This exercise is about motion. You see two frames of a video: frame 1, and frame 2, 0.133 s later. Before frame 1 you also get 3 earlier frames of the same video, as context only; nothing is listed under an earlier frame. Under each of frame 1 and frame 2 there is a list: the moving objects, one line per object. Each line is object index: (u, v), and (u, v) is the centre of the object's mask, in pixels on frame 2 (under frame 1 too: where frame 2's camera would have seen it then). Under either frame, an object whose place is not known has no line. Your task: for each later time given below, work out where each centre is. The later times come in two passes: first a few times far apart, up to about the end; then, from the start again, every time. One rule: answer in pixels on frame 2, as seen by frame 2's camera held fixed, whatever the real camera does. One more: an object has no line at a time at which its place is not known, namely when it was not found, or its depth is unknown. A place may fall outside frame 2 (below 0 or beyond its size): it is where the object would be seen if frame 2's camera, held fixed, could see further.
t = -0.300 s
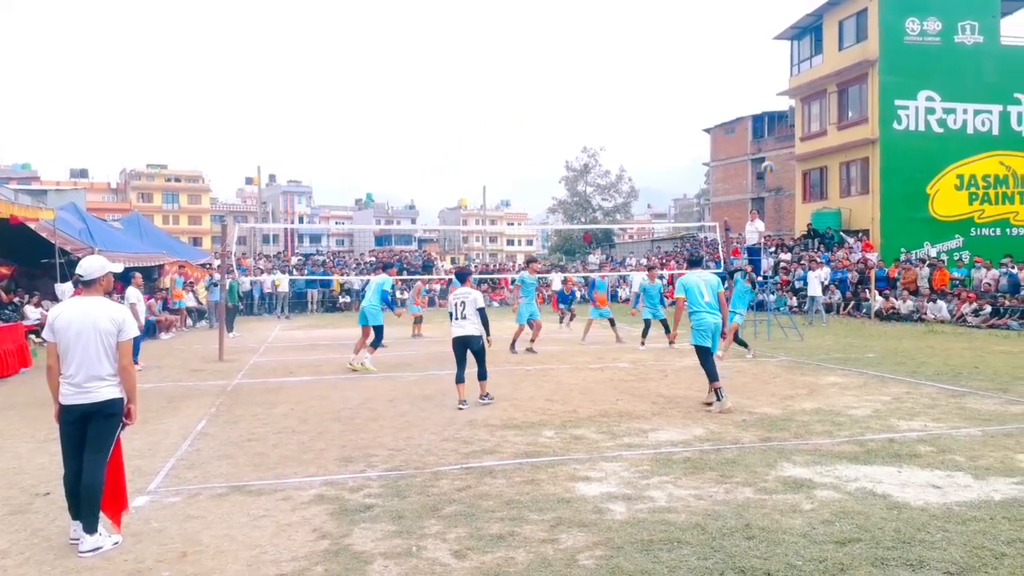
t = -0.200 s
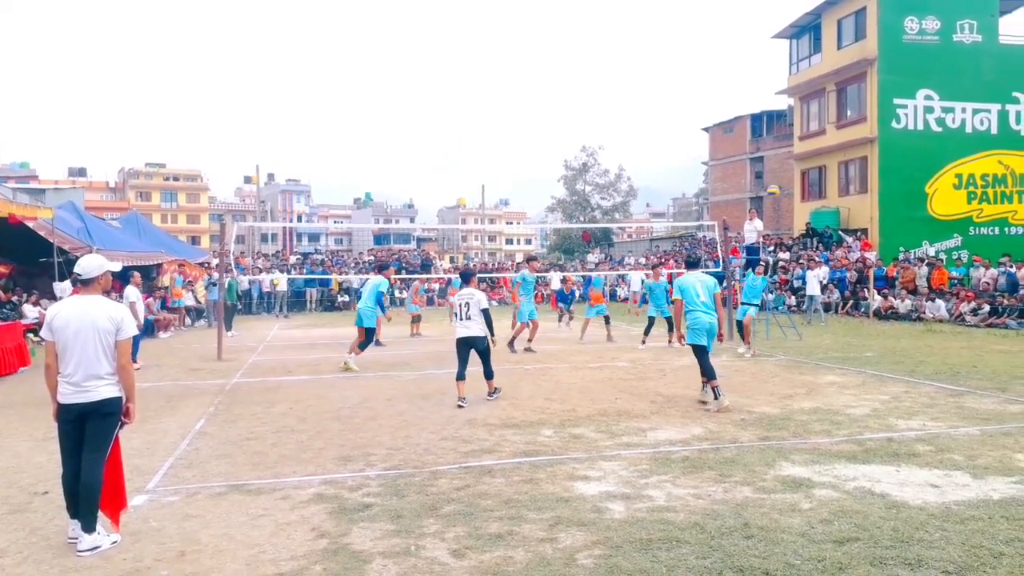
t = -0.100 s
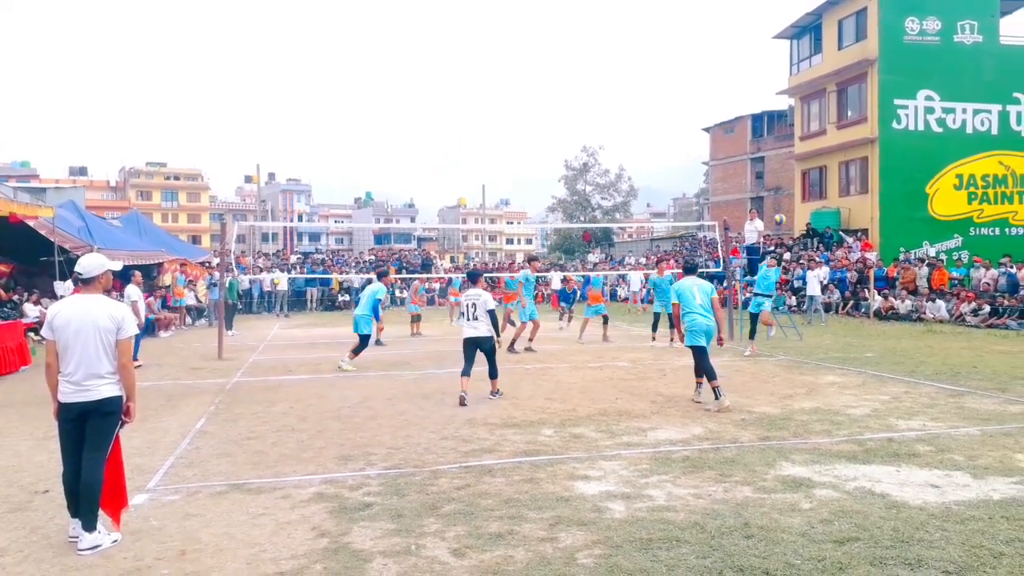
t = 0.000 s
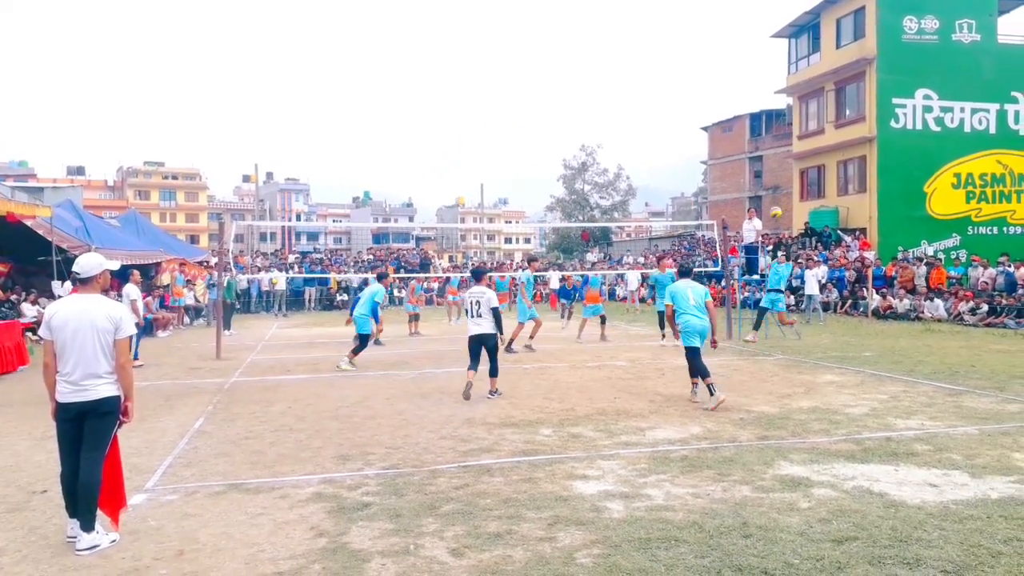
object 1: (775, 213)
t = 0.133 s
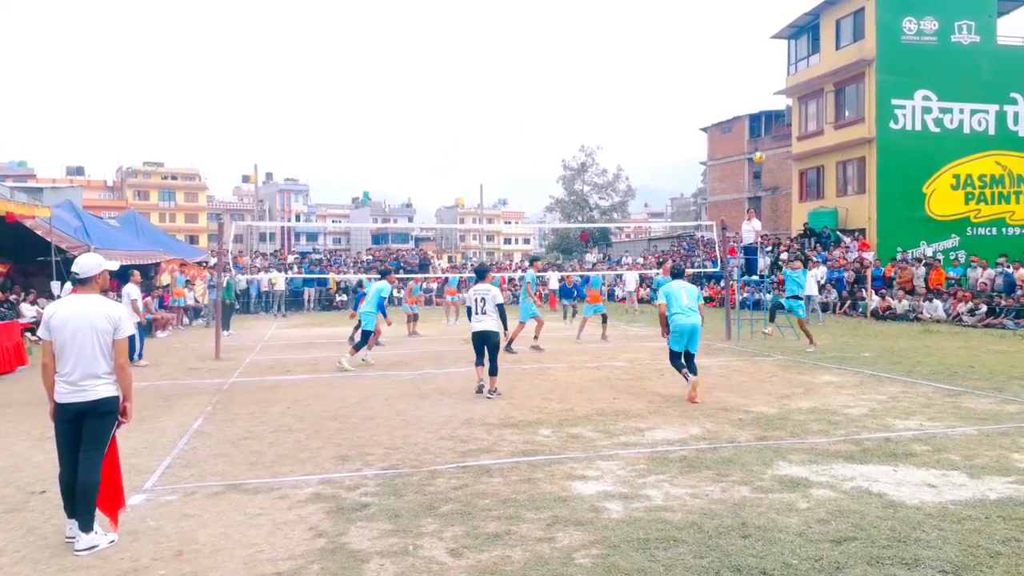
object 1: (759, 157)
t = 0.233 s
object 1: (748, 121)
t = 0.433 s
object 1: (724, 68)
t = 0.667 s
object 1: (701, 33)
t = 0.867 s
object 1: (675, 28)
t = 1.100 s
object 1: (647, 52)
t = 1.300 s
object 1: (626, 99)
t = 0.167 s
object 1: (756, 145)
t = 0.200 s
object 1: (752, 133)
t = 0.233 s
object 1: (748, 121)
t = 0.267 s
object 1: (743, 111)
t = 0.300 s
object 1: (739, 102)
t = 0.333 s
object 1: (735, 92)
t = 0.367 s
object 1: (731, 83)
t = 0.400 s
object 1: (728, 75)
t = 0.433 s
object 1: (724, 68)
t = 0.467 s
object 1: (720, 61)
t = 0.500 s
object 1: (716, 54)
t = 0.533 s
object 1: (712, 49)
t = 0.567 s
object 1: (711, 43)
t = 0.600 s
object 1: (710, 39)
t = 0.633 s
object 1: (707, 36)
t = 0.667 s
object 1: (701, 33)
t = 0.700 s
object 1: (693, 31)
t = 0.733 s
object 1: (691, 28)
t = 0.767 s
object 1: (686, 28)
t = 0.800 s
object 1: (682, 27)
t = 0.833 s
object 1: (678, 27)
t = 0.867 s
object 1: (675, 28)
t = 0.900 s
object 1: (671, 29)
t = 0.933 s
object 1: (666, 31)
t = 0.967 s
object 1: (663, 35)
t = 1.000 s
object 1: (660, 37)
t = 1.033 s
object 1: (655, 42)
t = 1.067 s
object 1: (651, 47)
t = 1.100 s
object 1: (647, 52)
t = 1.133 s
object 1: (644, 58)
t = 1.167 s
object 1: (640, 65)
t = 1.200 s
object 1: (637, 72)
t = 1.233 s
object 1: (633, 81)
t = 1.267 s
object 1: (629, 90)
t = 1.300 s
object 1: (626, 99)
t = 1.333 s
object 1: (622, 109)
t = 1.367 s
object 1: (618, 120)
